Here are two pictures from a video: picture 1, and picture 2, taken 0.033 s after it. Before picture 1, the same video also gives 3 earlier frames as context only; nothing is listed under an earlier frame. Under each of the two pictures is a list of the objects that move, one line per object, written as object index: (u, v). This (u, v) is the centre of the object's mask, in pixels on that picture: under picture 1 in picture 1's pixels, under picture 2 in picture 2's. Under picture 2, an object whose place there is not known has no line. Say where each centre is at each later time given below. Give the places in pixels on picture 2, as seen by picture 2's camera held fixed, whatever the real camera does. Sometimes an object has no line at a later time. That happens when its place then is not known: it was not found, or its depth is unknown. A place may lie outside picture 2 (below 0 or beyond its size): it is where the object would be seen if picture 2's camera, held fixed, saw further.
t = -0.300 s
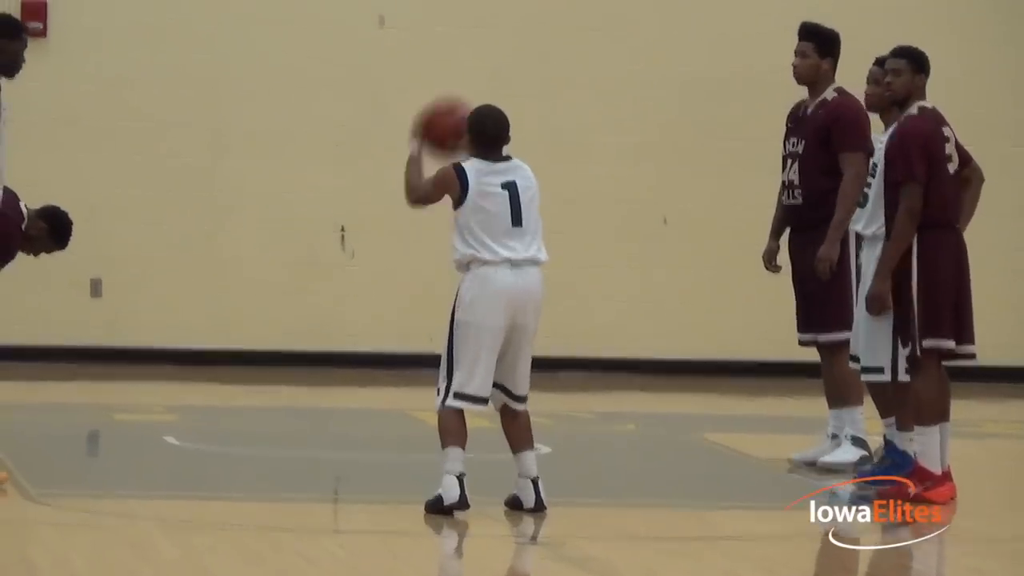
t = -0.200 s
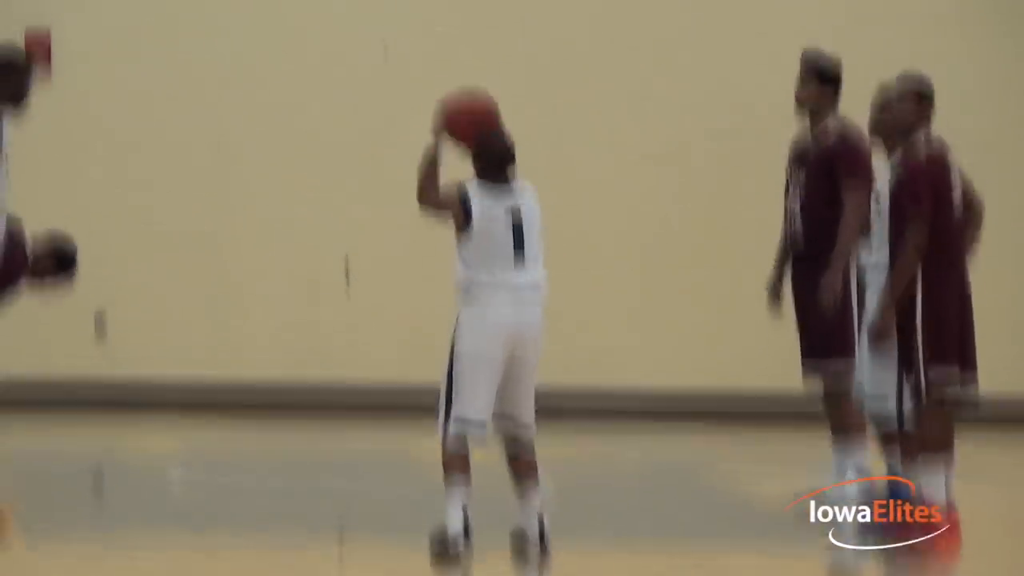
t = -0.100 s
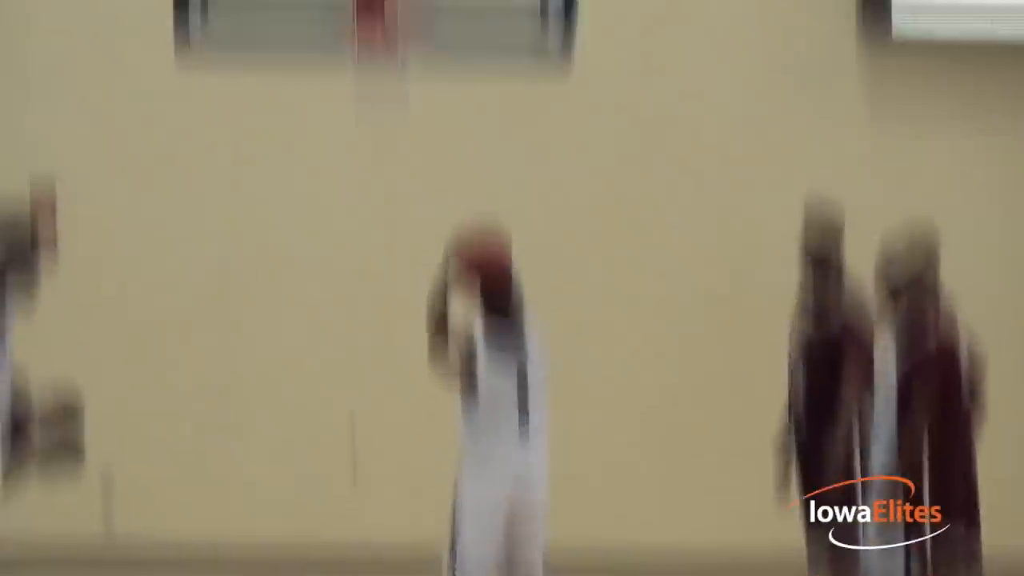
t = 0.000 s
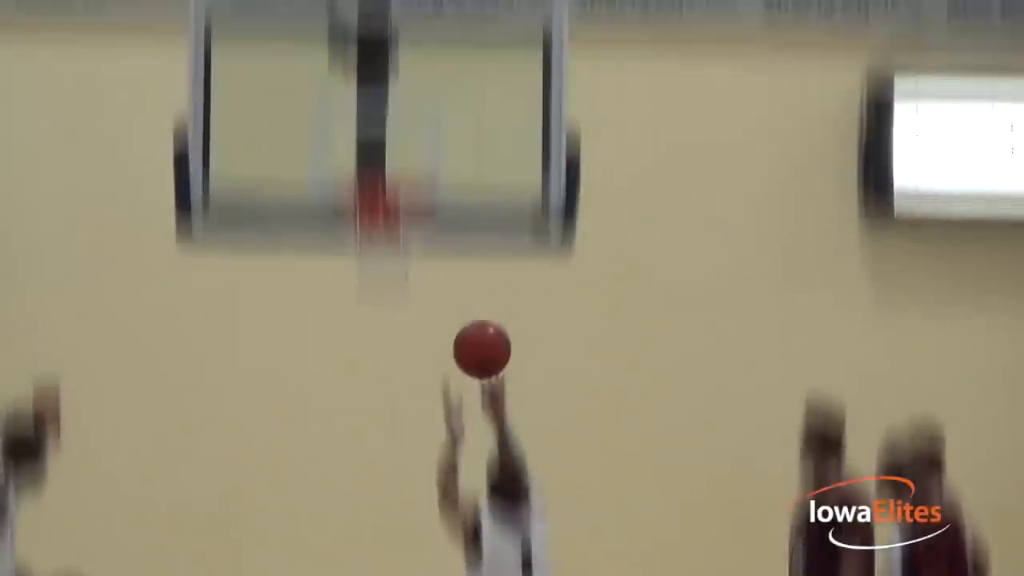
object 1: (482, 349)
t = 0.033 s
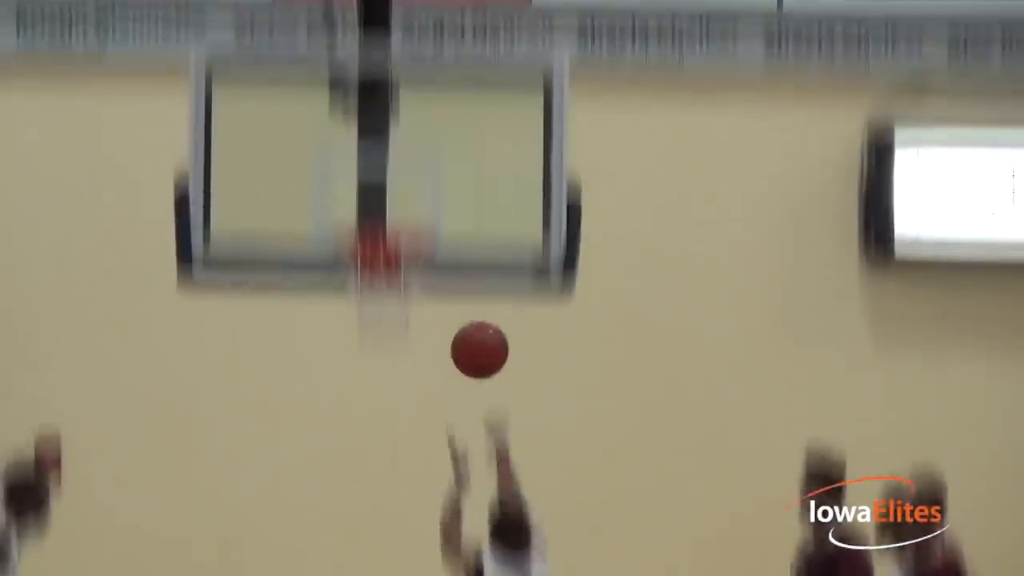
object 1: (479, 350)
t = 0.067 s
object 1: (477, 309)
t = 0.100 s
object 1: (474, 269)
